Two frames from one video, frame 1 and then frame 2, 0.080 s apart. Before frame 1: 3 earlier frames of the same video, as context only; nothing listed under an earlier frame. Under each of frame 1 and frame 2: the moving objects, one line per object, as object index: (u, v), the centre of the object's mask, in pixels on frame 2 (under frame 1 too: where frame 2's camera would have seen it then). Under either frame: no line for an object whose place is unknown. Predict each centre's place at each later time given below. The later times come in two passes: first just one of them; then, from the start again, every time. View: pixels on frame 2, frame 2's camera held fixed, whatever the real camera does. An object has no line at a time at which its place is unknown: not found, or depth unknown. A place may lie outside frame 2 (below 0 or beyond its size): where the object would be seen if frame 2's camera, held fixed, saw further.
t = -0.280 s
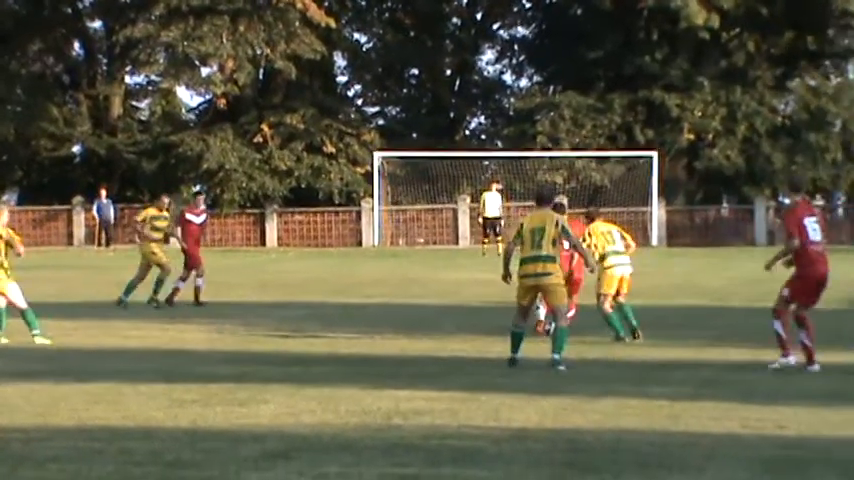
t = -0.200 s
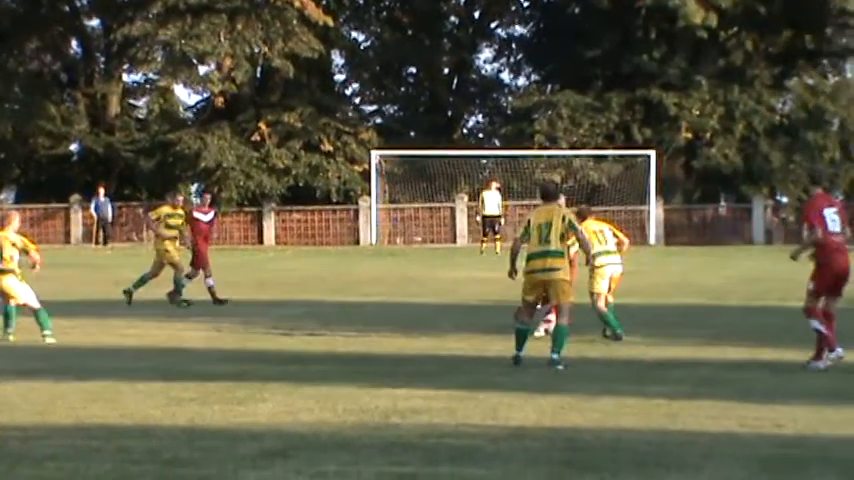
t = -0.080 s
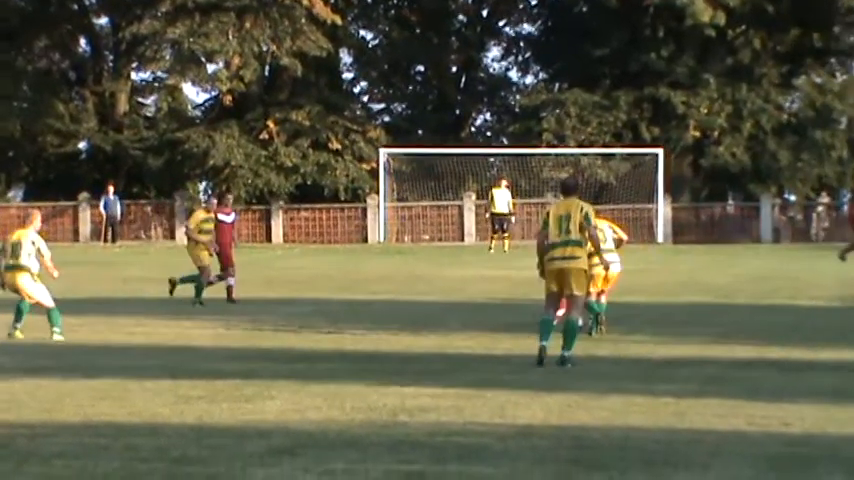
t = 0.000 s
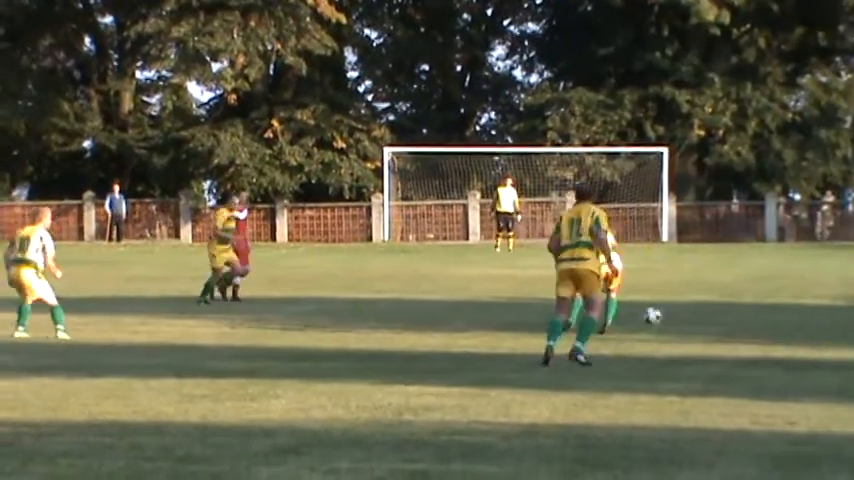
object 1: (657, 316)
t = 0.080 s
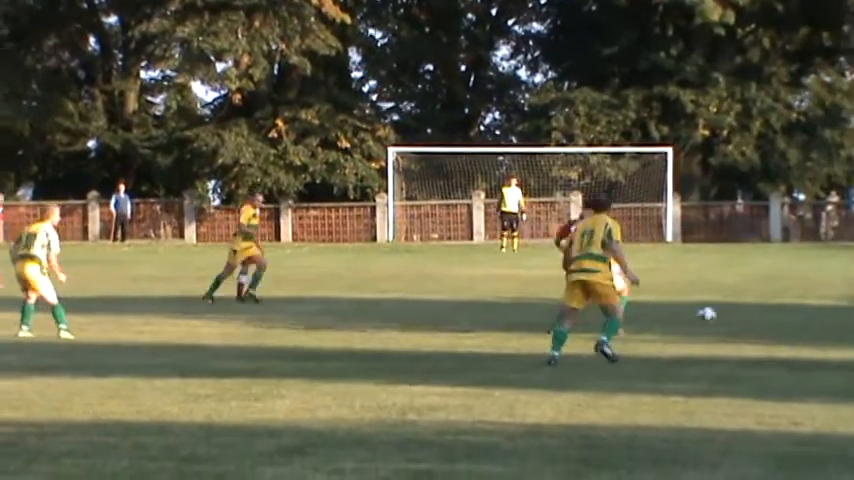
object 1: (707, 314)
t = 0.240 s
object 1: (801, 321)
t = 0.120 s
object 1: (732, 317)
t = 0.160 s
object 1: (756, 320)
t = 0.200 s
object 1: (782, 324)
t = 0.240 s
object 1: (801, 321)
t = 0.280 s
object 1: (821, 317)
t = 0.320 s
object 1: (839, 313)
